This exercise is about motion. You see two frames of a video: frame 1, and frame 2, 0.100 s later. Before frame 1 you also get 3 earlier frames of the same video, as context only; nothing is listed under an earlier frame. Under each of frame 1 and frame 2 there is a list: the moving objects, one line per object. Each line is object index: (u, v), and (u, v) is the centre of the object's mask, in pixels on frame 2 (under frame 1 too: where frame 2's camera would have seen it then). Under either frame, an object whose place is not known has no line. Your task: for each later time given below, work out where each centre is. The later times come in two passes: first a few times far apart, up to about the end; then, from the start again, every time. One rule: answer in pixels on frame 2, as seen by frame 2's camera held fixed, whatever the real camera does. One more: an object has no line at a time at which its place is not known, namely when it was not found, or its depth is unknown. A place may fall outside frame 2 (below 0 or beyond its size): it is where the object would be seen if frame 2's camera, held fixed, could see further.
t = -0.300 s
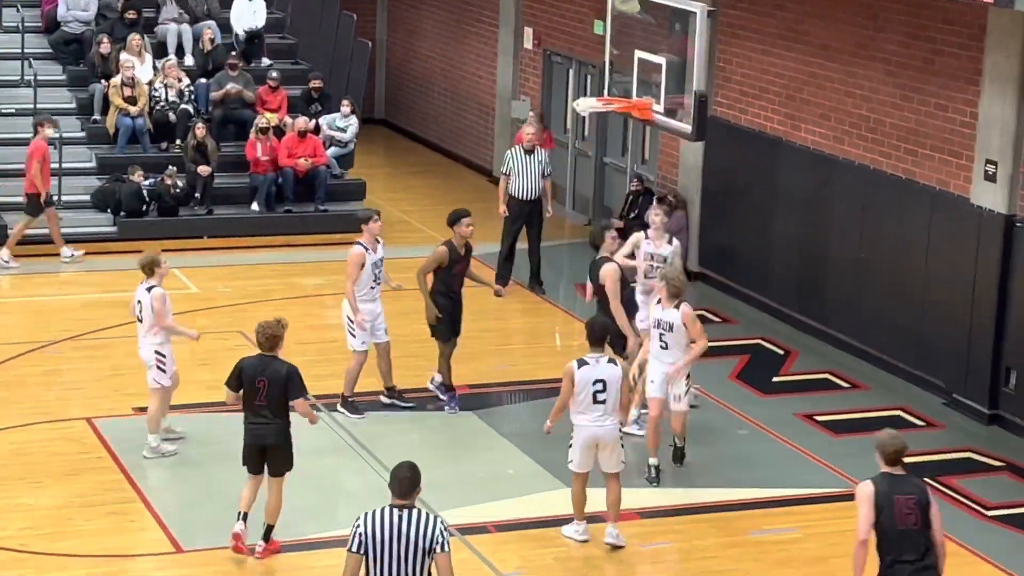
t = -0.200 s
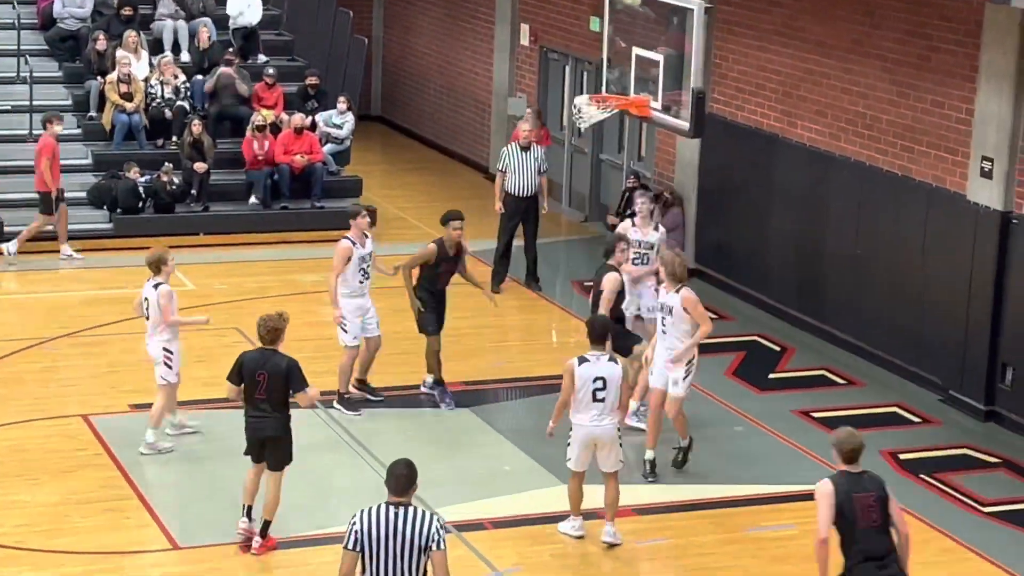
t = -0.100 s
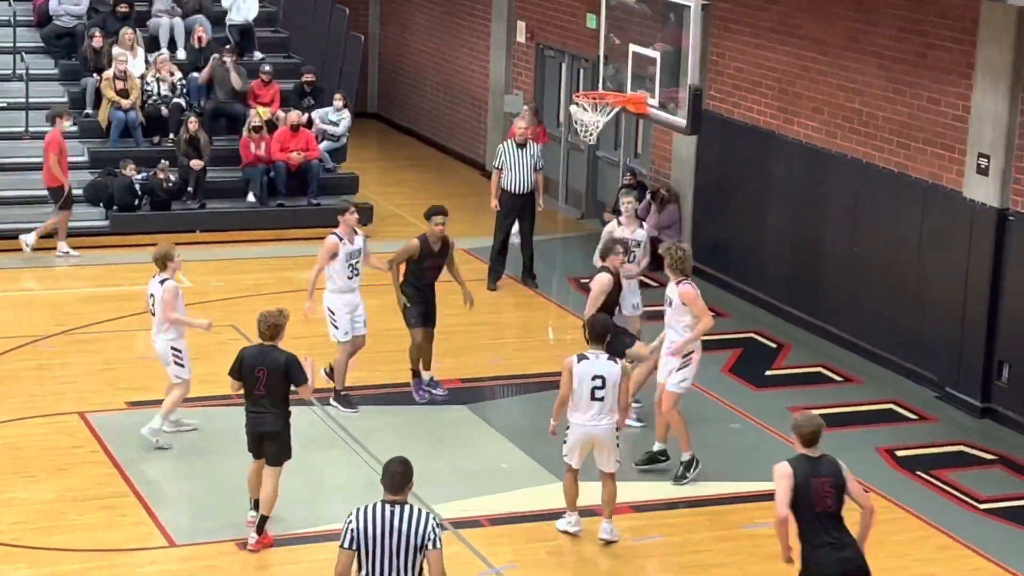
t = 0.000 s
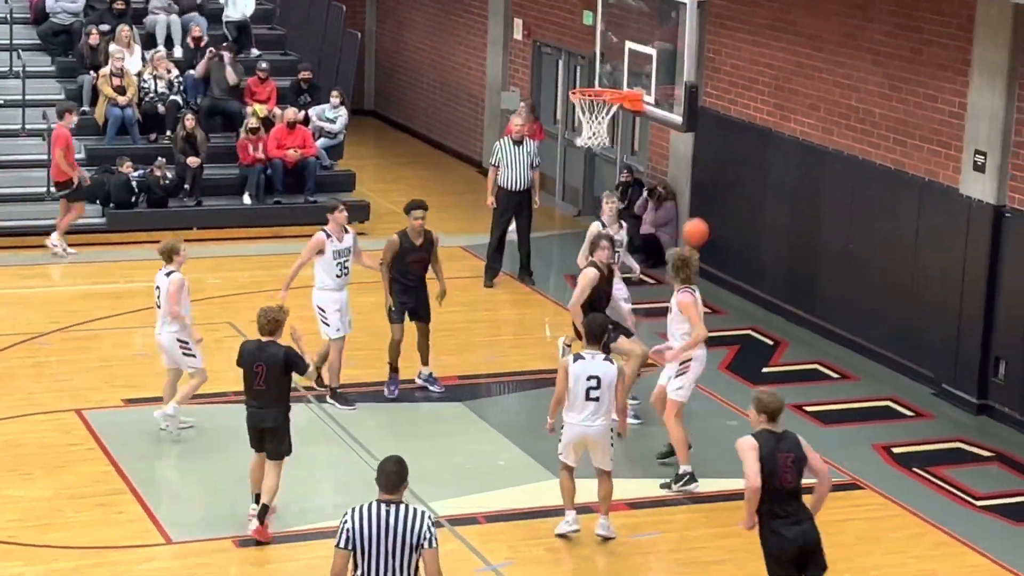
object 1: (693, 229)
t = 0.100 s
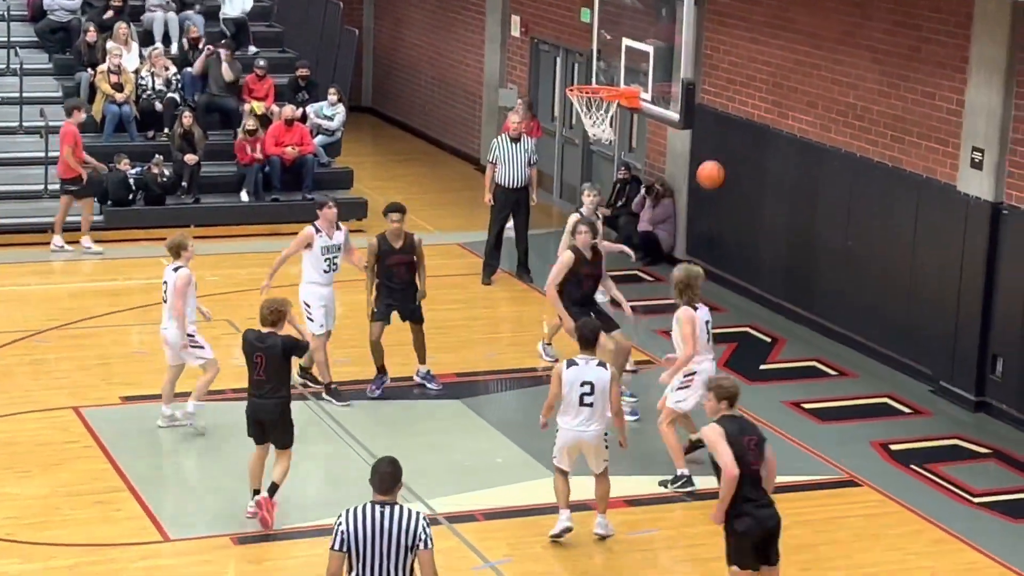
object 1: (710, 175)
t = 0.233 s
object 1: (733, 120)
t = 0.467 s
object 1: (772, 67)
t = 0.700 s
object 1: (806, 79)
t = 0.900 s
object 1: (831, 139)
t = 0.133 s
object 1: (716, 159)
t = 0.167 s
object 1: (722, 144)
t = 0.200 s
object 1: (728, 131)
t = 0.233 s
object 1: (733, 120)
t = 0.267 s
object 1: (739, 109)
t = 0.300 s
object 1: (745, 98)
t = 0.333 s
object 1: (750, 90)
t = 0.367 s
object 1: (755, 82)
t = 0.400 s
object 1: (761, 76)
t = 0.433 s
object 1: (766, 71)
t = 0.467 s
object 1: (772, 67)
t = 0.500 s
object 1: (776, 65)
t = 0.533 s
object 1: (782, 65)
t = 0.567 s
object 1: (787, 65)
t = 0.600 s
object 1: (792, 67)
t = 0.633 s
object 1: (797, 69)
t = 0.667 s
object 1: (801, 73)
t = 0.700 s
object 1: (806, 79)
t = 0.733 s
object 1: (810, 86)
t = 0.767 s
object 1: (815, 94)
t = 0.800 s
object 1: (819, 103)
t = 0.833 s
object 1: (823, 114)
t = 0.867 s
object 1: (827, 125)
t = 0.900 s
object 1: (831, 139)
